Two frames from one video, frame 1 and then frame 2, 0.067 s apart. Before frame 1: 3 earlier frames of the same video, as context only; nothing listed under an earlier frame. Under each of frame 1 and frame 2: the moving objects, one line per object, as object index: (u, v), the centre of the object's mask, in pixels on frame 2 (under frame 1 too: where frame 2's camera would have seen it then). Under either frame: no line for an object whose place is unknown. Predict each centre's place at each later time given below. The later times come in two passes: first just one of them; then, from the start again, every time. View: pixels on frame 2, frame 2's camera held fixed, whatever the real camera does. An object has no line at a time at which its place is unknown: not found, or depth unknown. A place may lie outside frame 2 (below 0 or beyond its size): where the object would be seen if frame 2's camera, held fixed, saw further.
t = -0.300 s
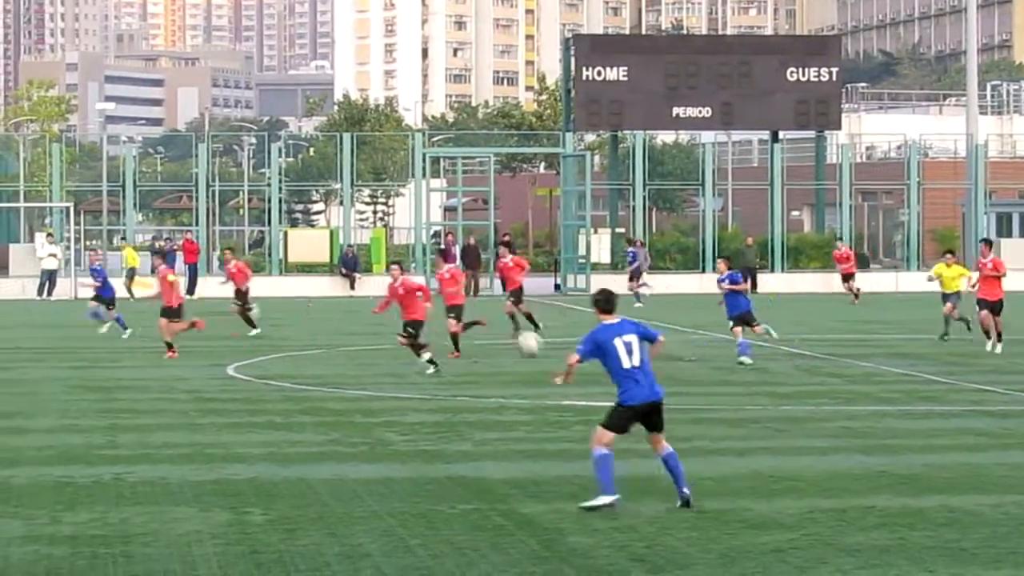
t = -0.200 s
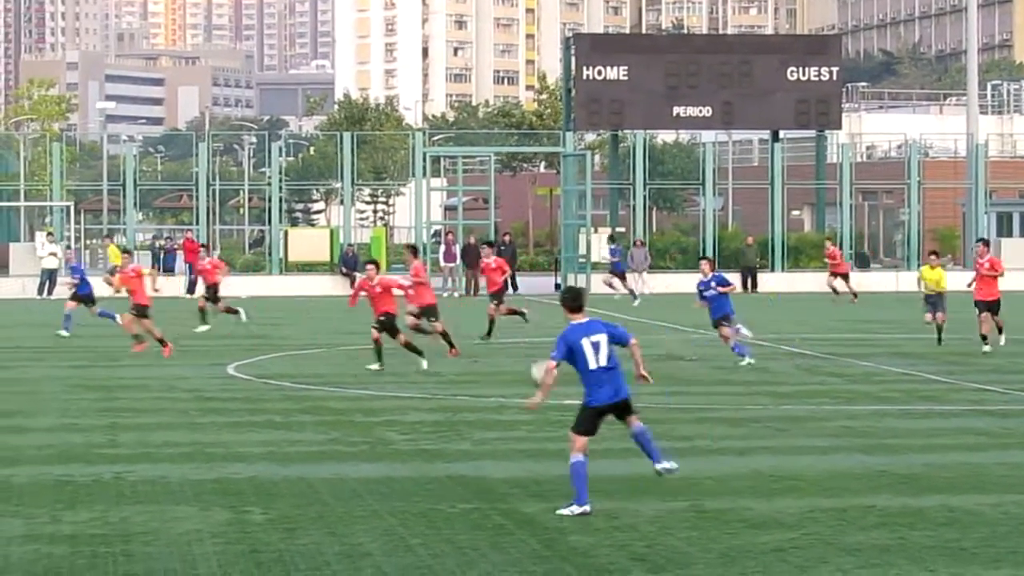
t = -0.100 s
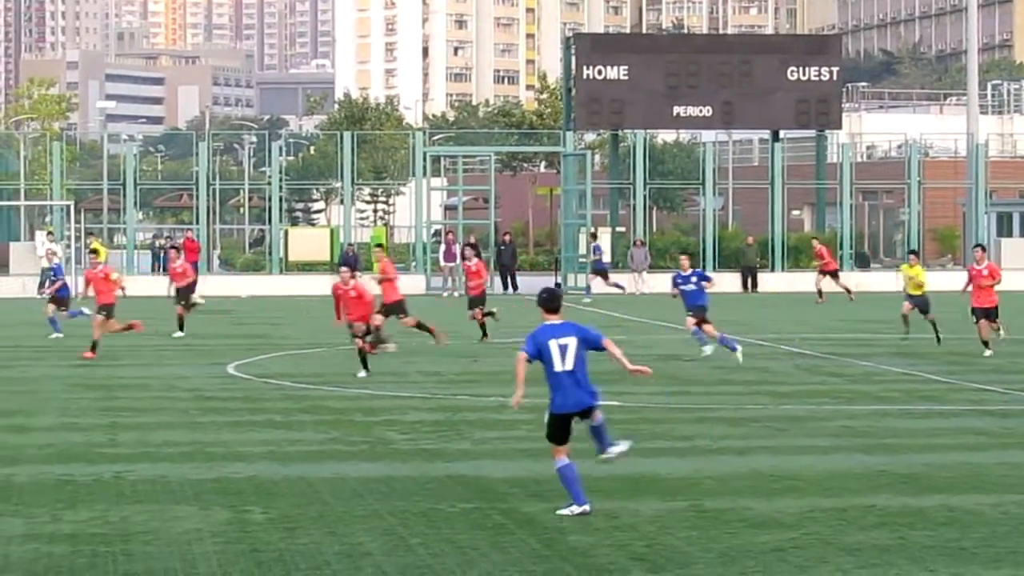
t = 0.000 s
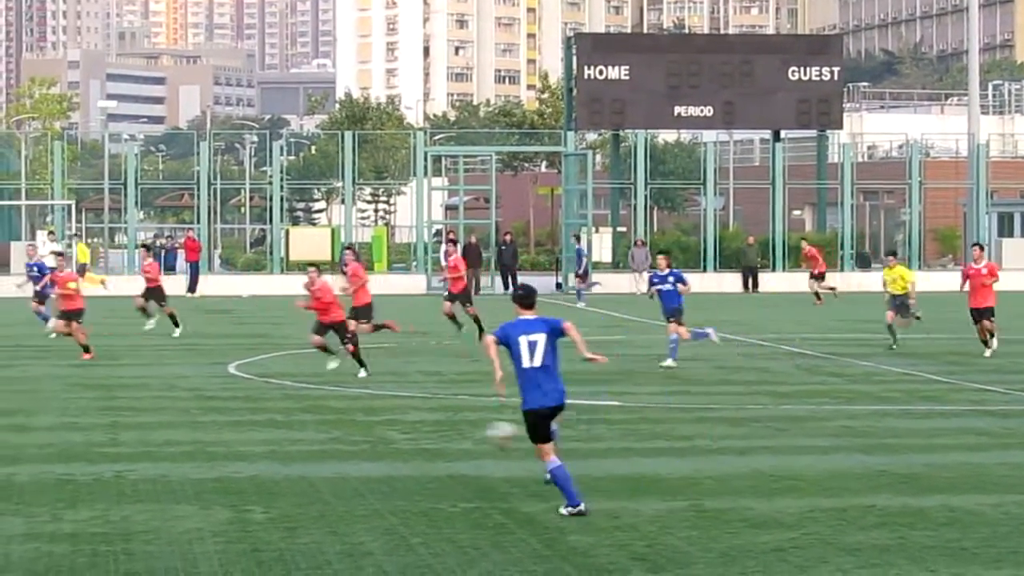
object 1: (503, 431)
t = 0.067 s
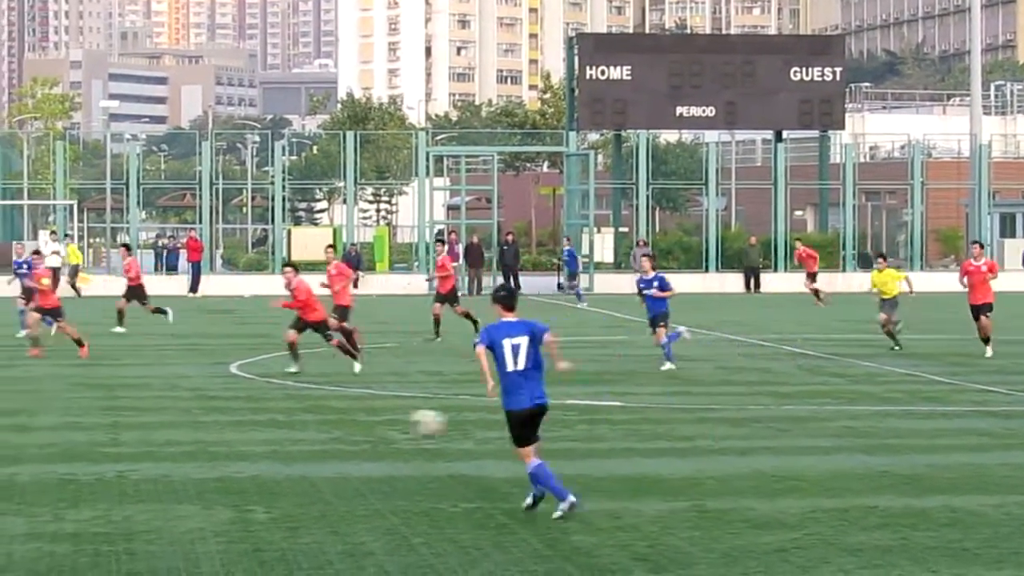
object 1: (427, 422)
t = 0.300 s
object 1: (158, 424)
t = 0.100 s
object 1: (389, 417)
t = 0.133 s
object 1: (351, 415)
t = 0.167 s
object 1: (312, 415)
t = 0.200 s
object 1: (273, 414)
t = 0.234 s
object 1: (235, 415)
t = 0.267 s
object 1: (195, 419)
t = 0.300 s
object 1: (158, 424)
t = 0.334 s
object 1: (118, 430)
